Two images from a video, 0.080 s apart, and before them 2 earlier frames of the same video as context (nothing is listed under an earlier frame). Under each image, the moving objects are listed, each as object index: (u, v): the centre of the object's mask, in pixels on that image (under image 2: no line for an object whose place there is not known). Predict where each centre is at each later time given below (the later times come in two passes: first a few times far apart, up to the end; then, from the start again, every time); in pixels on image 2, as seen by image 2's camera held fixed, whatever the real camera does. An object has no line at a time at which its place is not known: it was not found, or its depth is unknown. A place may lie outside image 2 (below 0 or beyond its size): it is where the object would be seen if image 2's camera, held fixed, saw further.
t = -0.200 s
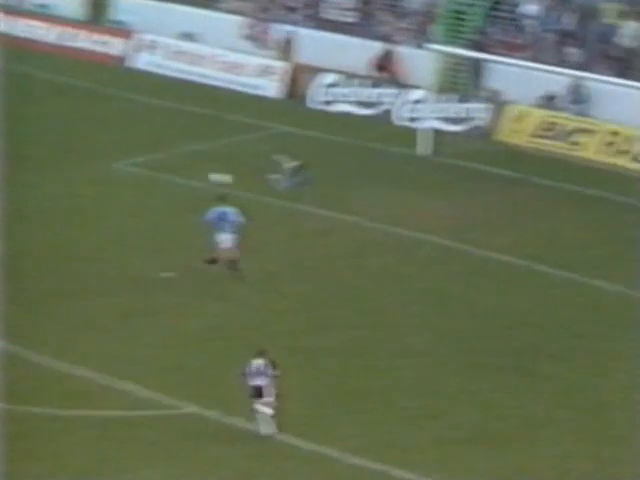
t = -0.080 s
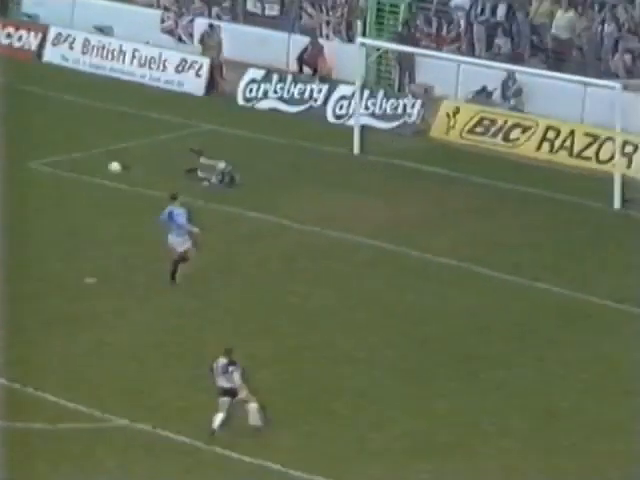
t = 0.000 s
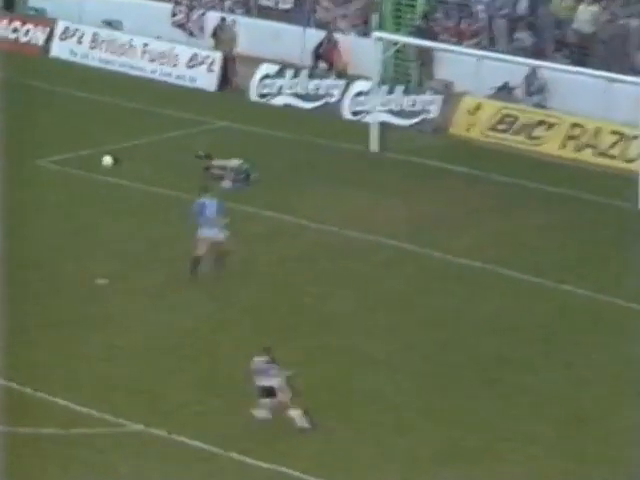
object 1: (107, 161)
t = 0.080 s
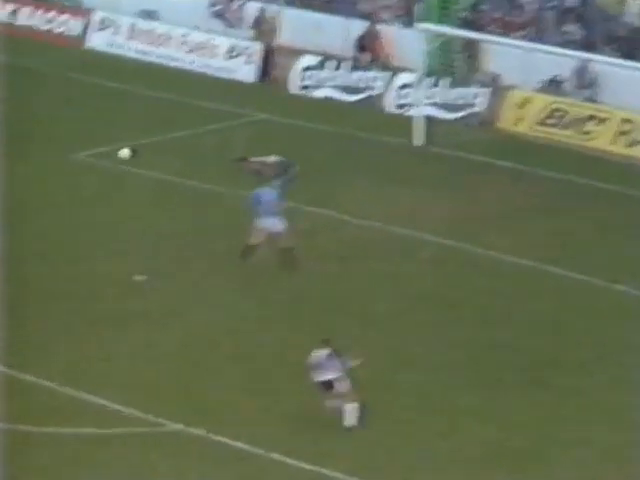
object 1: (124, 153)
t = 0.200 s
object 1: (96, 159)
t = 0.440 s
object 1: (37, 193)
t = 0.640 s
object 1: (-12, 221)
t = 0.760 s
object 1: (-44, 221)
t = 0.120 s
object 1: (115, 154)
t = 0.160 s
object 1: (106, 156)
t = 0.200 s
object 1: (96, 159)
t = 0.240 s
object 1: (86, 163)
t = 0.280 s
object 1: (76, 168)
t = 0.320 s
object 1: (66, 172)
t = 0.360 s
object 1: (56, 179)
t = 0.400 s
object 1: (46, 185)
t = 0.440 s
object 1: (37, 193)
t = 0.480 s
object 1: (28, 202)
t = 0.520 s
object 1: (18, 211)
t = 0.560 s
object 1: (8, 222)
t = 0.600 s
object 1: (-2, 223)
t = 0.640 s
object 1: (-12, 221)
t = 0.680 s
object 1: (-22, 221)
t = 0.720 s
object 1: (-33, 221)
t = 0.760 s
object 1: (-44, 221)
